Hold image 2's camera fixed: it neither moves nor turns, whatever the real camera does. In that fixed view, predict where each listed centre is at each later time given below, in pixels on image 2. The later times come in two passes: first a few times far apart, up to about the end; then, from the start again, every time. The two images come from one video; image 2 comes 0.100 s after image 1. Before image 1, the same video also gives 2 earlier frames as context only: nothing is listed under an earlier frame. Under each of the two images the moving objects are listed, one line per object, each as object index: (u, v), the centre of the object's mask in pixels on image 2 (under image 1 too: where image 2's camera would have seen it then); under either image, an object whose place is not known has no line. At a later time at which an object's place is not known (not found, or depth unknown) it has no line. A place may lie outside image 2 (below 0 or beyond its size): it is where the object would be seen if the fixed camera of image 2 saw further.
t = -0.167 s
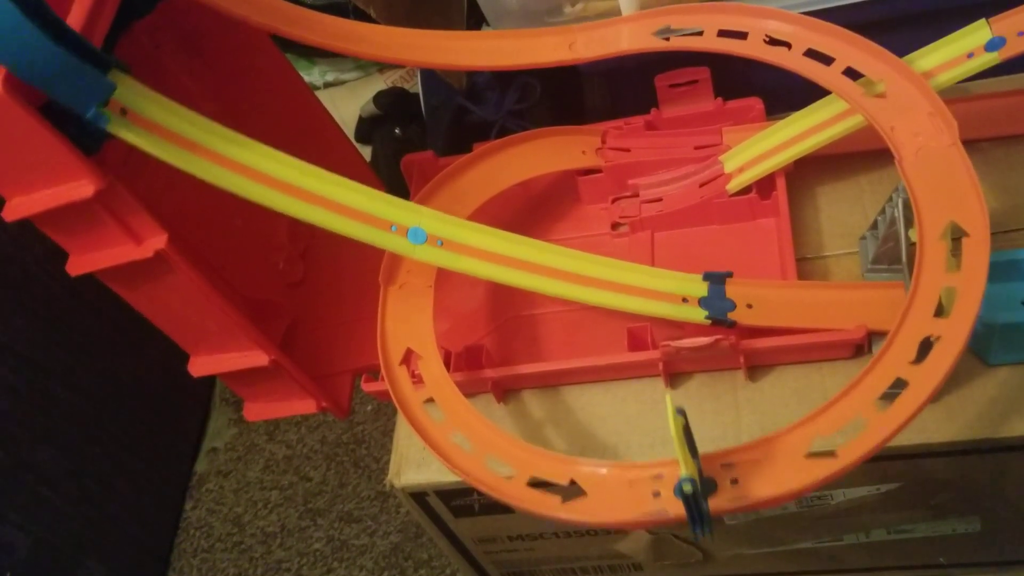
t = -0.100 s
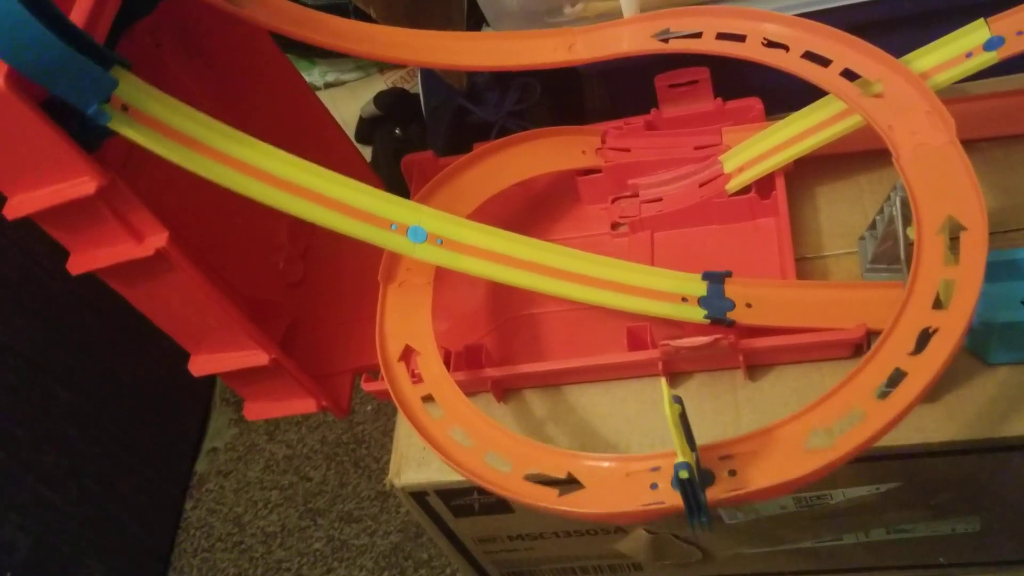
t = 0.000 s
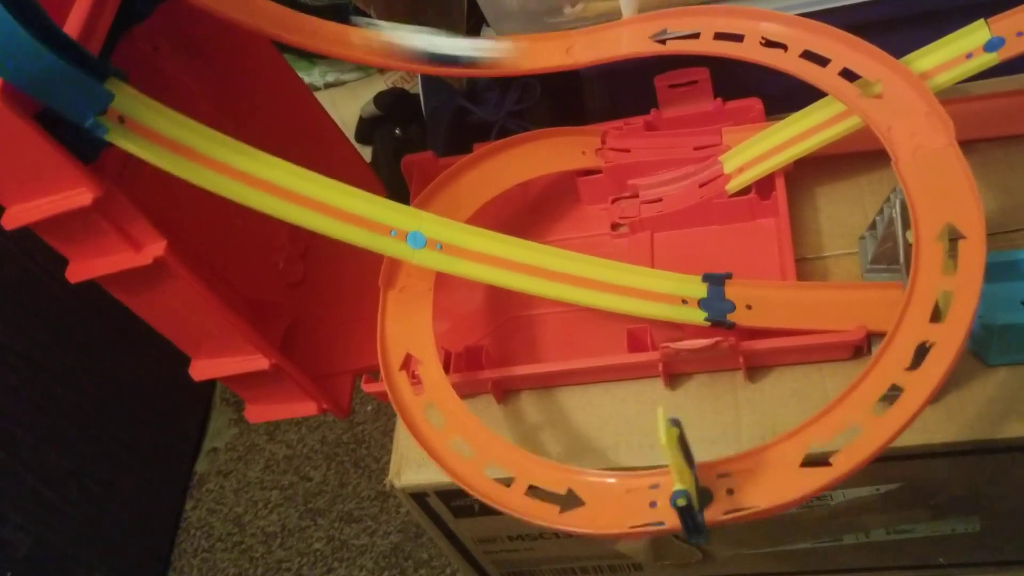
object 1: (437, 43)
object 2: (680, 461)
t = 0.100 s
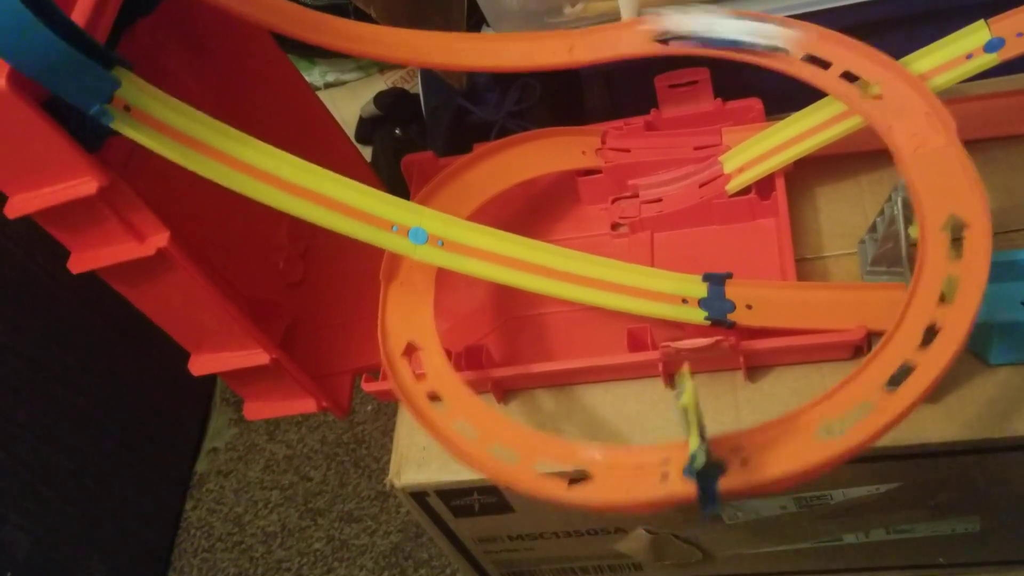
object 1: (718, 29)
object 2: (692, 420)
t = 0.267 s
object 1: (948, 250)
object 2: (685, 469)
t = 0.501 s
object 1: (610, 505)
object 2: (678, 470)
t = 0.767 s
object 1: (412, 359)
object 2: (676, 461)
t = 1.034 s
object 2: (683, 455)
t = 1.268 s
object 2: (681, 451)
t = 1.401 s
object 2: (683, 450)
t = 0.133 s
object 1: (810, 48)
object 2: (693, 409)
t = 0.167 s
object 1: (872, 84)
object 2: (687, 410)
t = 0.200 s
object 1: (914, 127)
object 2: (688, 430)
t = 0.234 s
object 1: (944, 188)
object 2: (690, 452)
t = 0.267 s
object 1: (948, 250)
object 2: (685, 469)
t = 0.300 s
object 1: (935, 321)
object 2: (686, 468)
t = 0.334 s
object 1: (898, 382)
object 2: (688, 462)
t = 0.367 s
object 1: (849, 425)
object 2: (688, 458)
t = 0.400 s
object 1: (793, 459)
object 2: (686, 460)
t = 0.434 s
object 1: (762, 478)
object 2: (680, 469)
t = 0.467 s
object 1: (630, 511)
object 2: (687, 470)
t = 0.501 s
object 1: (610, 505)
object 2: (678, 470)
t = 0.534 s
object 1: (575, 498)
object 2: (684, 471)
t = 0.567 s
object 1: (533, 486)
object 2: (684, 469)
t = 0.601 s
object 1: (499, 468)
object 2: (684, 466)
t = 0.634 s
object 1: (470, 448)
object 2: (681, 462)
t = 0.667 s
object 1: (447, 426)
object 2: (680, 466)
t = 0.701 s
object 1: (431, 404)
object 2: (683, 460)
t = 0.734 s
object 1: (419, 381)
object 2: (683, 465)
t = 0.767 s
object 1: (412, 359)
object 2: (676, 461)
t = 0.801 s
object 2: (674, 456)
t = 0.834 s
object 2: (680, 453)
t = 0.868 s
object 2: (683, 452)
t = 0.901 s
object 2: (682, 453)
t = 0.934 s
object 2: (683, 453)
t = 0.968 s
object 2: (683, 454)
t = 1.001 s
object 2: (682, 455)
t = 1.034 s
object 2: (683, 455)
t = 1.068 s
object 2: (682, 454)
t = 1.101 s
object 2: (682, 451)
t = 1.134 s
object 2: (683, 451)
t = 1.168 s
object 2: (683, 451)
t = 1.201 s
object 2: (682, 450)
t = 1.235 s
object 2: (681, 451)
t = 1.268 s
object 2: (681, 451)
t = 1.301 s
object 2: (681, 450)
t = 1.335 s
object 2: (683, 450)
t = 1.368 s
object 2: (683, 450)
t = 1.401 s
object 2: (683, 450)
